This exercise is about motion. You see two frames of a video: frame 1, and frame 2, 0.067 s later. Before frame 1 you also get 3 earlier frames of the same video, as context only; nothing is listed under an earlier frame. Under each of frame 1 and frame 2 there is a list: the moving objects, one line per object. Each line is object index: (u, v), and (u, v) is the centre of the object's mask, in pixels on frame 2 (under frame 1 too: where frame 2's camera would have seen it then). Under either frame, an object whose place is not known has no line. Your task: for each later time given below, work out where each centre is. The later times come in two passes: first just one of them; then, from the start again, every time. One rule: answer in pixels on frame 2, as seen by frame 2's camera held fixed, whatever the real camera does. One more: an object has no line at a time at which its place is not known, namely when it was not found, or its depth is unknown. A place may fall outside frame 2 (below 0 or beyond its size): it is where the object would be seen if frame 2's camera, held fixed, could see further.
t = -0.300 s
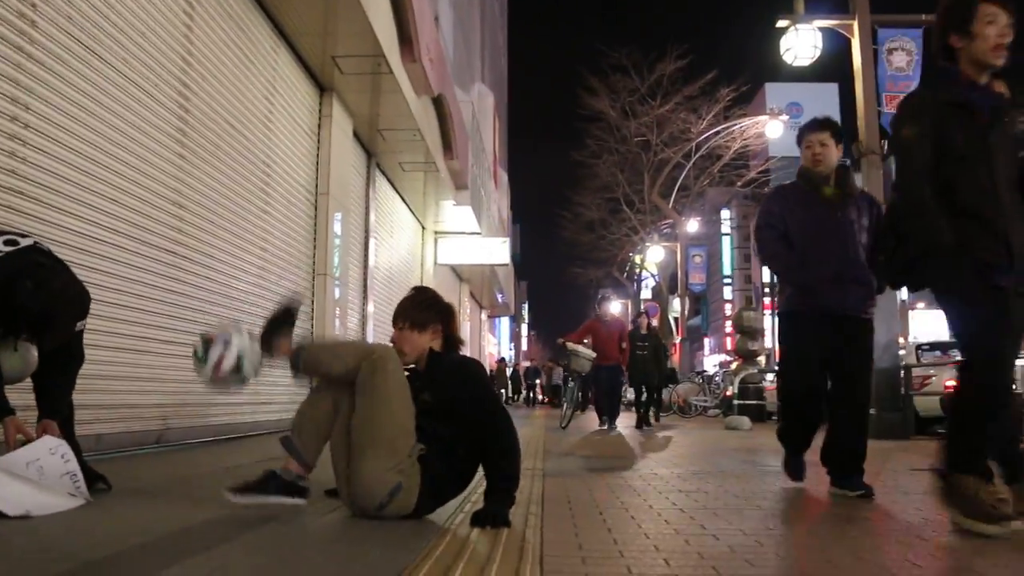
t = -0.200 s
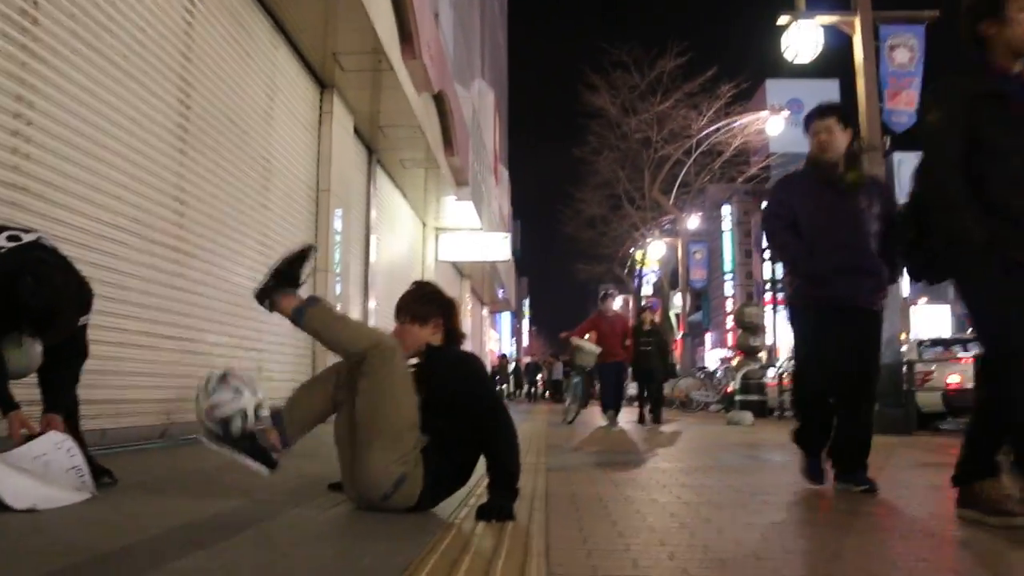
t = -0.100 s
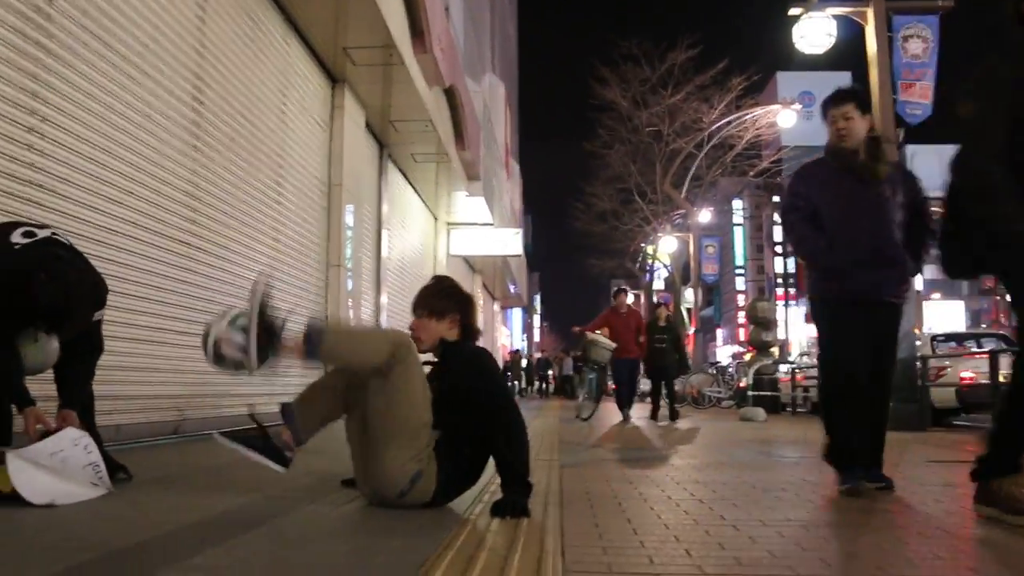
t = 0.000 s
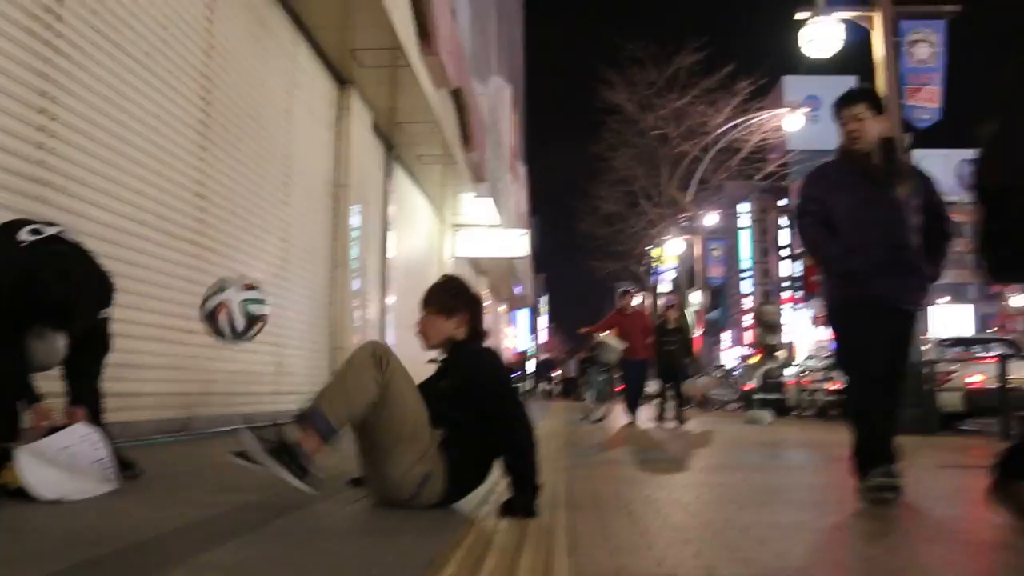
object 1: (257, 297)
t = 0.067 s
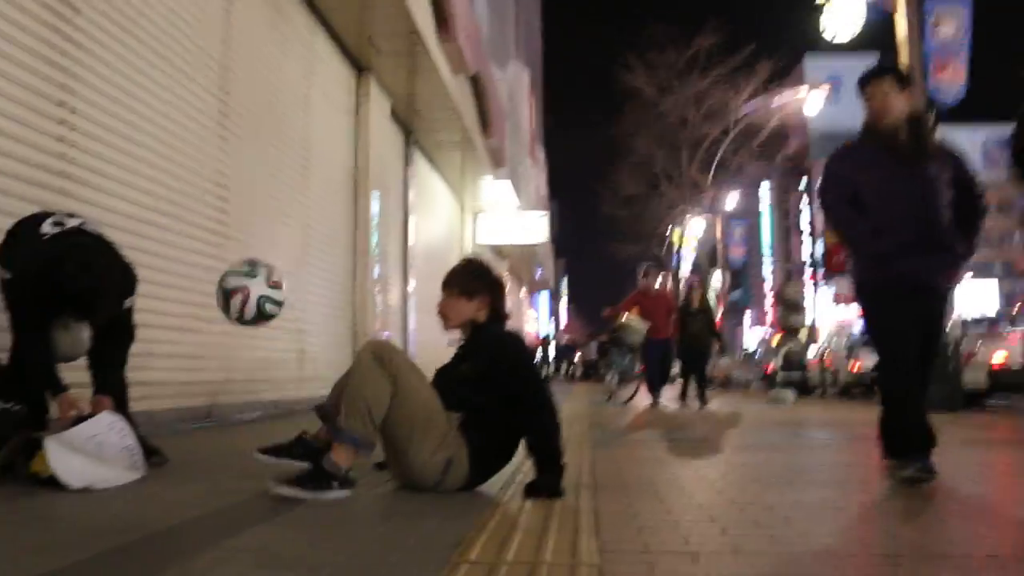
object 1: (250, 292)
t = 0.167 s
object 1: (240, 311)
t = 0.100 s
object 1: (248, 296)
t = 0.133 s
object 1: (244, 302)
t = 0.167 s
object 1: (240, 311)
